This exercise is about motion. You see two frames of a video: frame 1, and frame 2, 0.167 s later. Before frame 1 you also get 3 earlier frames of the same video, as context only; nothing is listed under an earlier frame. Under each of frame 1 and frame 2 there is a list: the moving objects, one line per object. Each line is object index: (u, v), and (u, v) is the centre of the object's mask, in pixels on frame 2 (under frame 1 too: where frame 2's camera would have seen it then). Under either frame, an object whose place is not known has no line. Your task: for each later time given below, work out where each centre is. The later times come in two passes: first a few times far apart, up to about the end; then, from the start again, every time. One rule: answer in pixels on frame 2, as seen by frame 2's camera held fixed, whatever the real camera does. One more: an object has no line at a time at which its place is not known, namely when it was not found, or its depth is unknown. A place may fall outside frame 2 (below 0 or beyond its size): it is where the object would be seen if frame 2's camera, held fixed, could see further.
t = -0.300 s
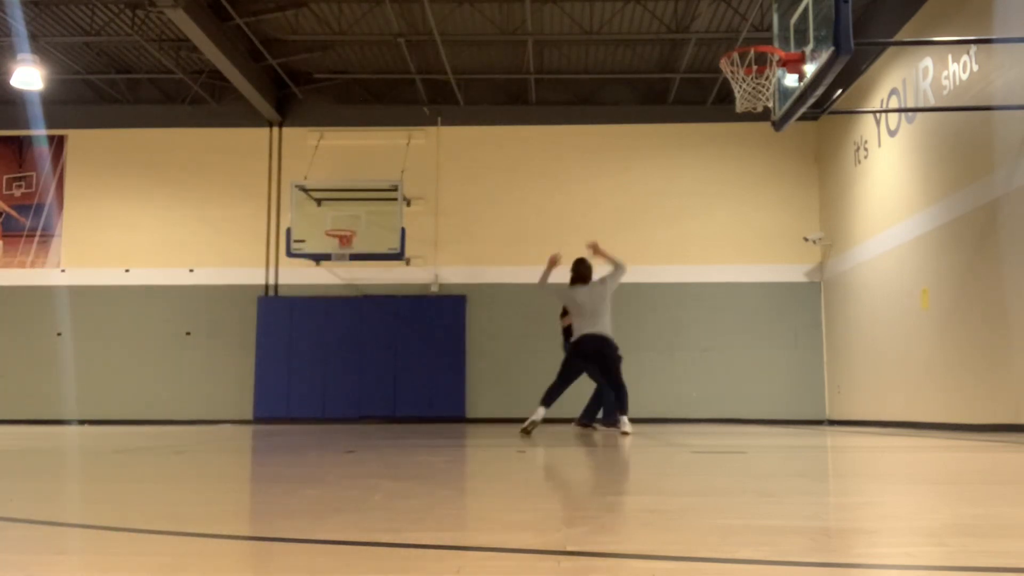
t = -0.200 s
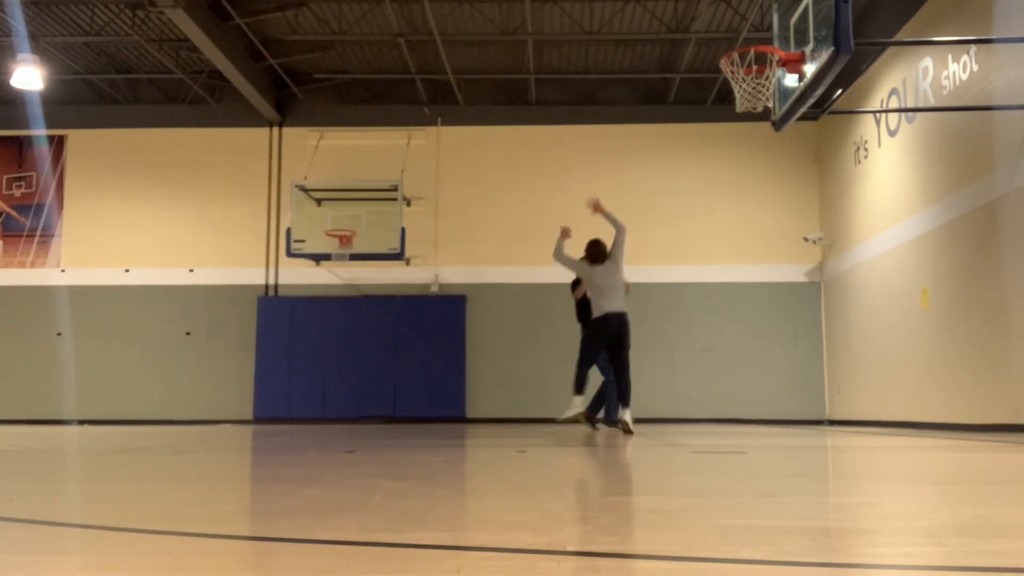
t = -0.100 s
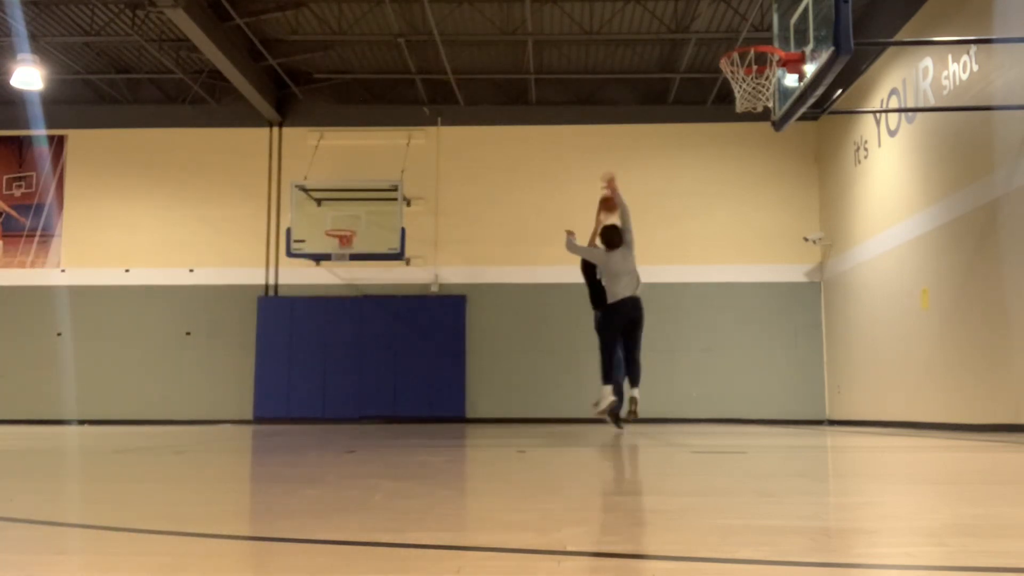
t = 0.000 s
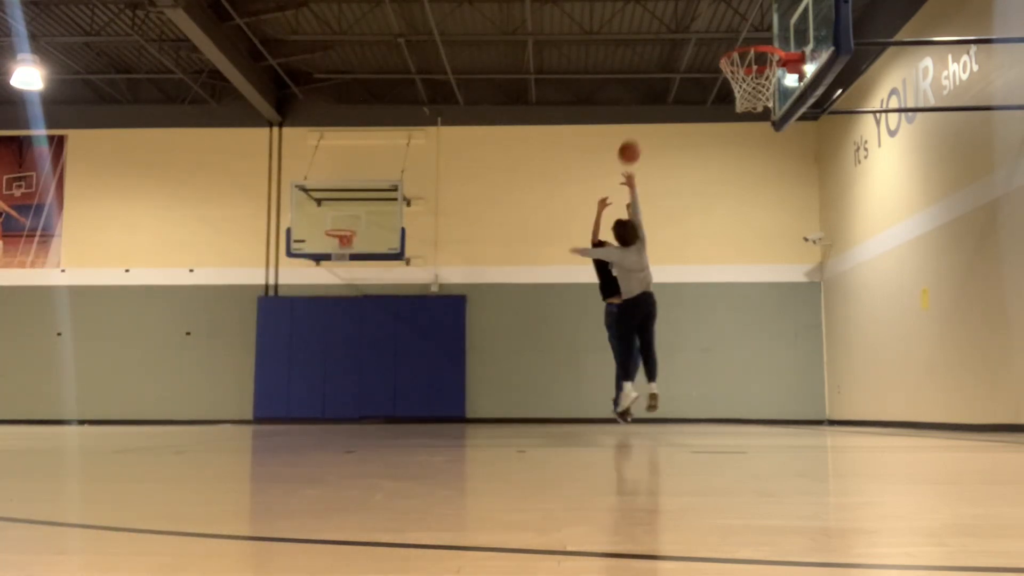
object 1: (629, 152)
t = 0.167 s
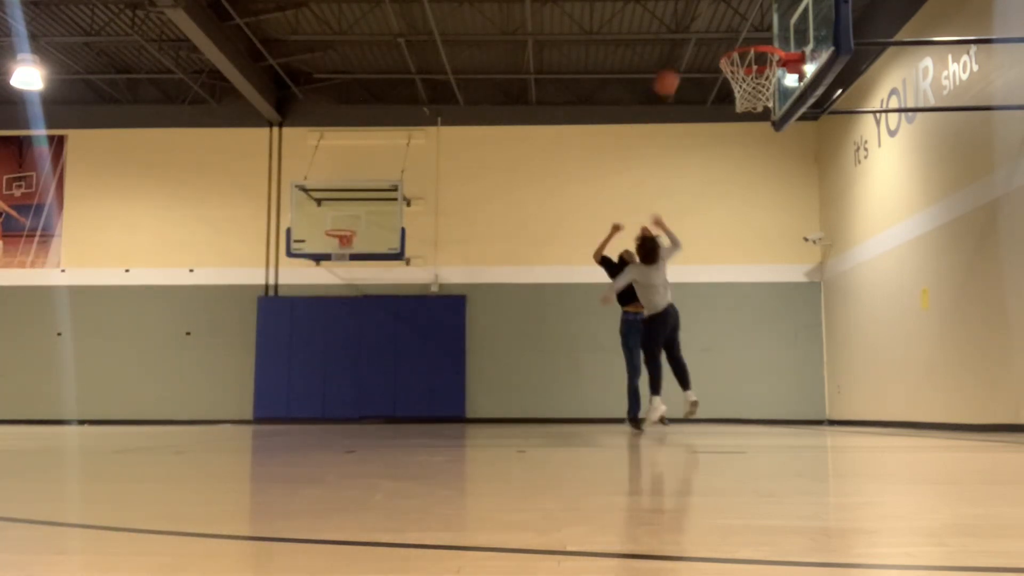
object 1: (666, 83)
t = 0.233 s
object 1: (682, 59)
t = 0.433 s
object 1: (733, 14)
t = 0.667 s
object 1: (751, 12)
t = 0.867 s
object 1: (725, 48)
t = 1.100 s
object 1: (702, 47)
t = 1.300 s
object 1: (682, 99)
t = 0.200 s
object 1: (674, 71)
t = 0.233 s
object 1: (682, 59)
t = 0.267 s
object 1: (690, 50)
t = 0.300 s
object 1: (698, 40)
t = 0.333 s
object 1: (707, 32)
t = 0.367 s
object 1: (715, 25)
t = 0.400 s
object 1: (724, 18)
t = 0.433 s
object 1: (733, 14)
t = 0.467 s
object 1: (742, 11)
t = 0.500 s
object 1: (753, 9)
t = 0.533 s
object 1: (761, 9)
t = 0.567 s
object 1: (762, 9)
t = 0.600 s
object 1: (759, 9)
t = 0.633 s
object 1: (755, 10)
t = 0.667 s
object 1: (751, 12)
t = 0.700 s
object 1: (747, 16)
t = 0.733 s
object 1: (743, 23)
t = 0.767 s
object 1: (738, 32)
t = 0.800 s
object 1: (734, 41)
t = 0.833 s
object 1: (728, 46)
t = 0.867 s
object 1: (725, 48)
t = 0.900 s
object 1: (721, 44)
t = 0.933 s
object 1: (719, 42)
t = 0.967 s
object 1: (715, 41)
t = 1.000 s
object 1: (712, 40)
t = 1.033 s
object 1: (709, 42)
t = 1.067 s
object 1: (706, 44)
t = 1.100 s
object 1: (702, 47)
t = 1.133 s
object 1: (698, 52)
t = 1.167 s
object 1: (695, 59)
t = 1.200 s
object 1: (692, 66)
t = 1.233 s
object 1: (688, 76)
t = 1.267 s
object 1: (685, 87)
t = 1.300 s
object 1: (682, 99)
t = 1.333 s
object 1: (679, 111)
